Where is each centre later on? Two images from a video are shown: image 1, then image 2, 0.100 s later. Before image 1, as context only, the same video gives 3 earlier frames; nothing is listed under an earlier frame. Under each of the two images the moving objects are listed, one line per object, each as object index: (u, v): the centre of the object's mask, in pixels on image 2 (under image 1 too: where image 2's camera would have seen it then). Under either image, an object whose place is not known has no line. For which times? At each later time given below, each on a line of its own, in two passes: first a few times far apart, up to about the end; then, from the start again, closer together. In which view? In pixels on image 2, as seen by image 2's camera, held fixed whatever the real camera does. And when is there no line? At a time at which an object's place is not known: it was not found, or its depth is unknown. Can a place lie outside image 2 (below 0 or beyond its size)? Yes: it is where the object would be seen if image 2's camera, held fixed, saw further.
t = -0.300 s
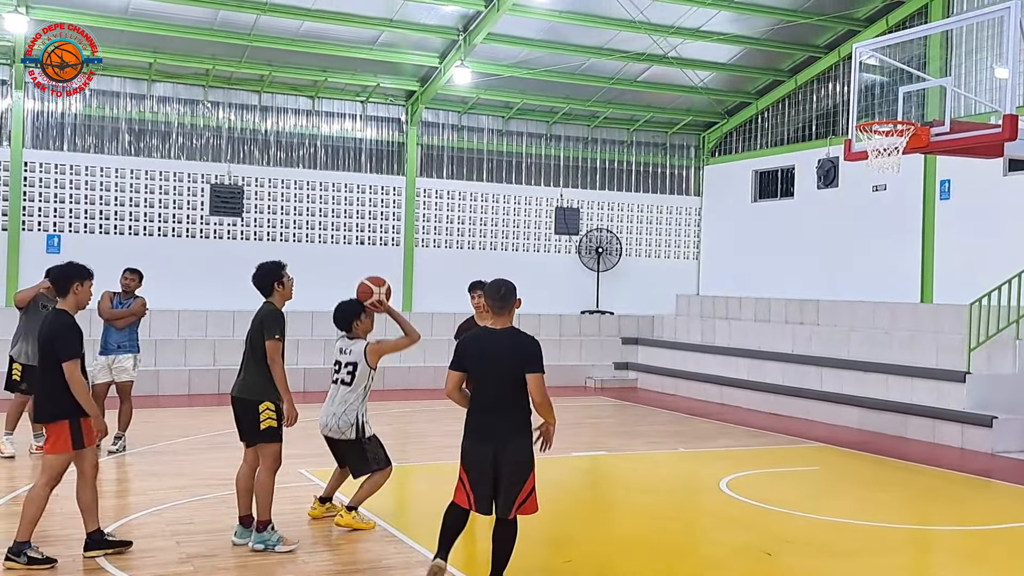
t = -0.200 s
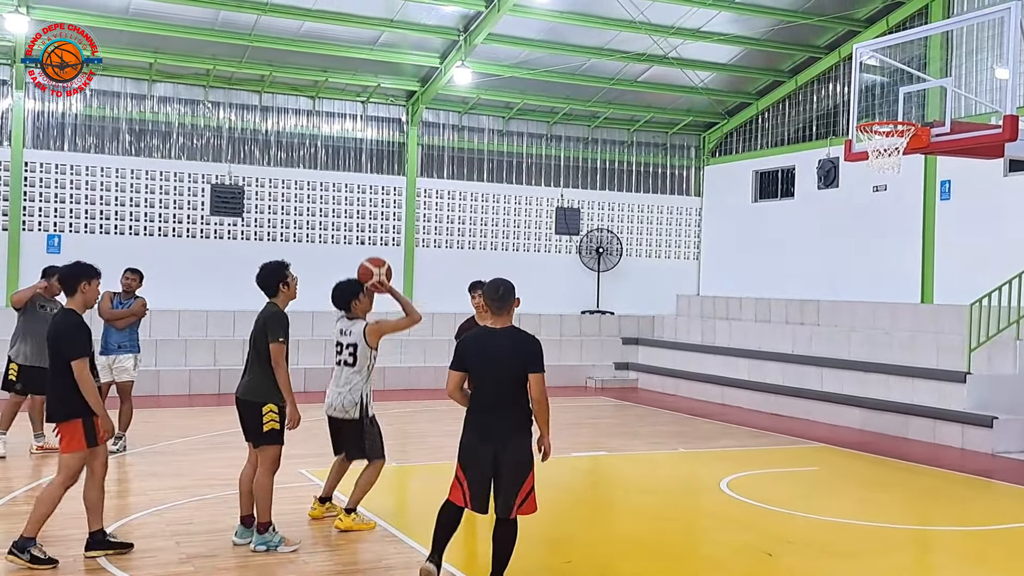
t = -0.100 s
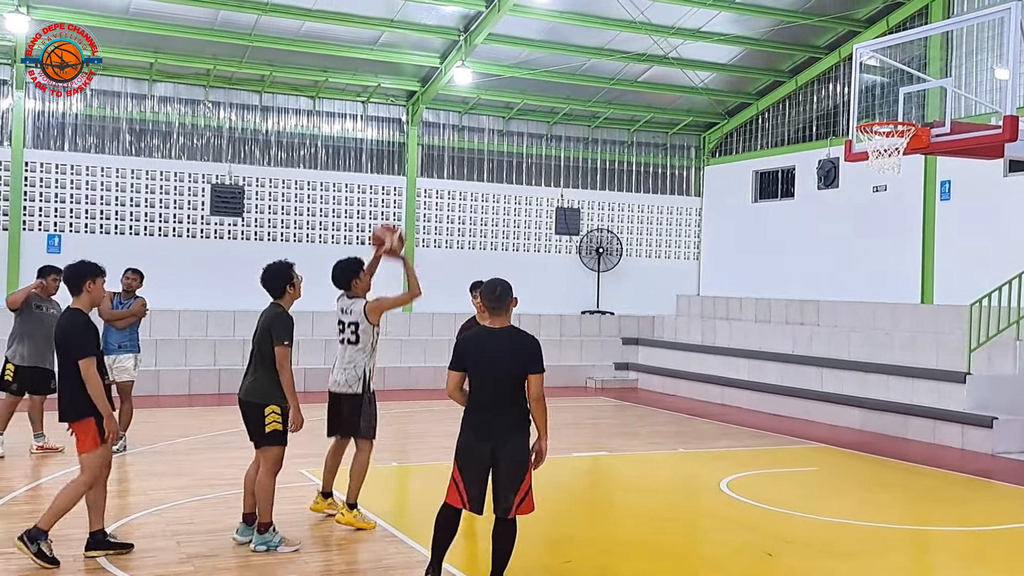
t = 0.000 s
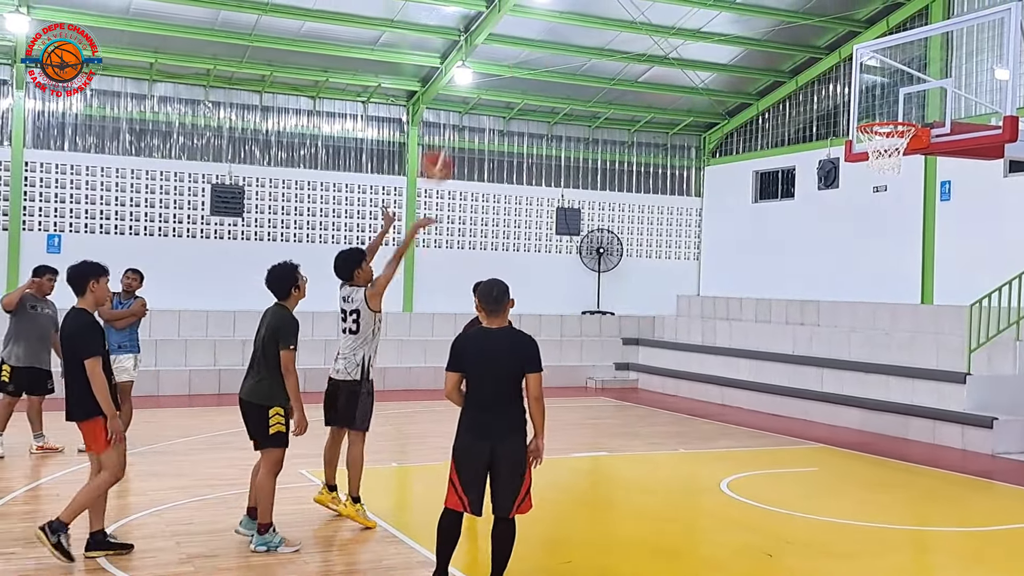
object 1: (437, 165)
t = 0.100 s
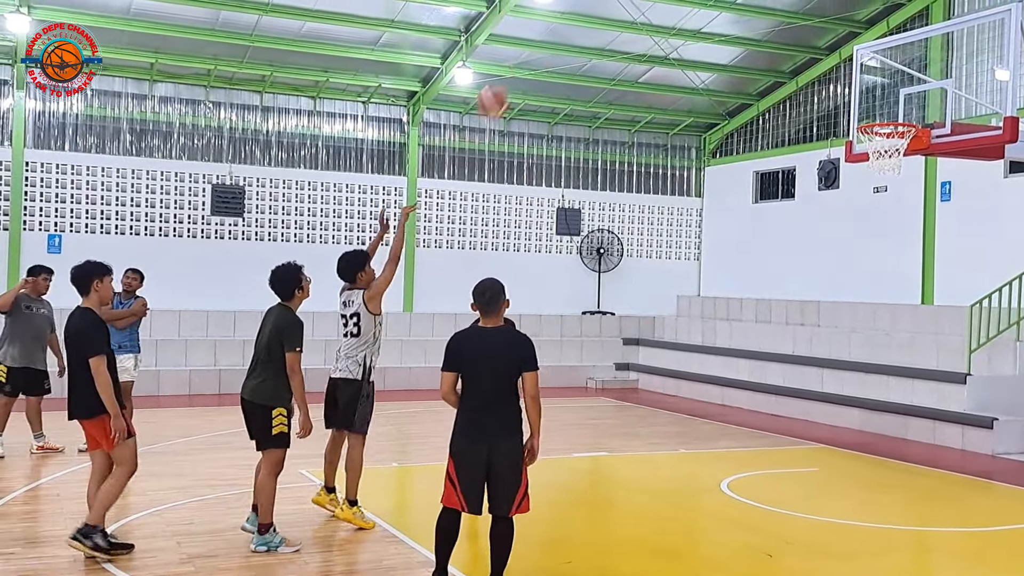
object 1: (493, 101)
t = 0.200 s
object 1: (545, 52)
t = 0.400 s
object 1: (643, 4)
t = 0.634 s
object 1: (749, 3)
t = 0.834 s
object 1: (831, 48)
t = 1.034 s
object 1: (899, 138)
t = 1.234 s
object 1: (881, 172)
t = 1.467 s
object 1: (854, 232)
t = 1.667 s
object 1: (828, 340)
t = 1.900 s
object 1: (801, 450)
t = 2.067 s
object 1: (789, 364)
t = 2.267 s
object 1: (775, 301)
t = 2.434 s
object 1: (763, 284)
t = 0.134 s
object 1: (510, 84)
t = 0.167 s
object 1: (527, 68)
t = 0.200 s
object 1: (545, 52)
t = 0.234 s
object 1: (562, 39)
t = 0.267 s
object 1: (578, 29)
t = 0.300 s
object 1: (594, 17)
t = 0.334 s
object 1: (610, 10)
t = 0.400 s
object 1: (643, 4)
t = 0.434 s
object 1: (660, 2)
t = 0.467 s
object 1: (675, 1)
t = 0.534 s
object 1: (705, 0)
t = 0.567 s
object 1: (720, 0)
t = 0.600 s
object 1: (735, 1)
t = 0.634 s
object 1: (749, 3)
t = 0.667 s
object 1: (764, 5)
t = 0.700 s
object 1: (778, 10)
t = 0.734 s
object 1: (792, 18)
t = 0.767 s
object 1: (806, 27)
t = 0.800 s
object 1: (819, 38)
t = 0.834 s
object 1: (831, 48)
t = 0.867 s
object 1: (844, 61)
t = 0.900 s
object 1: (856, 76)
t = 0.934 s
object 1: (871, 91)
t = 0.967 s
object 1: (882, 108)
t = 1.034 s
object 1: (899, 138)
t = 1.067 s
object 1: (901, 154)
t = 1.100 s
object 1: (902, 161)
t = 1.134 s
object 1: (898, 164)
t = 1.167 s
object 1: (896, 168)
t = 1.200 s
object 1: (886, 170)
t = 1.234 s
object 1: (881, 172)
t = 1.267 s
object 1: (878, 175)
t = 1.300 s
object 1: (874, 180)
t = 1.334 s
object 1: (871, 187)
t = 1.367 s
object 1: (867, 197)
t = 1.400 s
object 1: (863, 208)
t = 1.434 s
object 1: (858, 219)
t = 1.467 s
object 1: (854, 232)
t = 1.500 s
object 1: (850, 247)
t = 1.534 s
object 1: (845, 263)
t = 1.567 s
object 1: (841, 280)
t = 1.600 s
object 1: (837, 299)
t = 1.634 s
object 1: (832, 318)
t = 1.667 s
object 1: (828, 340)
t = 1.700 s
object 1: (824, 362)
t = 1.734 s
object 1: (820, 387)
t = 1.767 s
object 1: (816, 410)
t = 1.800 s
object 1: (812, 438)
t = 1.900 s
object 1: (801, 450)
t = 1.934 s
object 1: (799, 429)
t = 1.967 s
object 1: (797, 411)
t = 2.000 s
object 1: (794, 393)
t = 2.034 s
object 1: (792, 377)
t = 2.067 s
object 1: (789, 364)
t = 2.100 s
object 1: (787, 350)
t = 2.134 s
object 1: (784, 337)
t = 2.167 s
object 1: (782, 326)
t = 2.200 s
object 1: (780, 316)
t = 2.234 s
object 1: (778, 308)
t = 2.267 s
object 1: (775, 301)
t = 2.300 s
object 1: (772, 295)
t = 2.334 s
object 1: (770, 290)
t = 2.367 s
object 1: (767, 287)
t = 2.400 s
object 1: (765, 285)
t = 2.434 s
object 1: (763, 284)
